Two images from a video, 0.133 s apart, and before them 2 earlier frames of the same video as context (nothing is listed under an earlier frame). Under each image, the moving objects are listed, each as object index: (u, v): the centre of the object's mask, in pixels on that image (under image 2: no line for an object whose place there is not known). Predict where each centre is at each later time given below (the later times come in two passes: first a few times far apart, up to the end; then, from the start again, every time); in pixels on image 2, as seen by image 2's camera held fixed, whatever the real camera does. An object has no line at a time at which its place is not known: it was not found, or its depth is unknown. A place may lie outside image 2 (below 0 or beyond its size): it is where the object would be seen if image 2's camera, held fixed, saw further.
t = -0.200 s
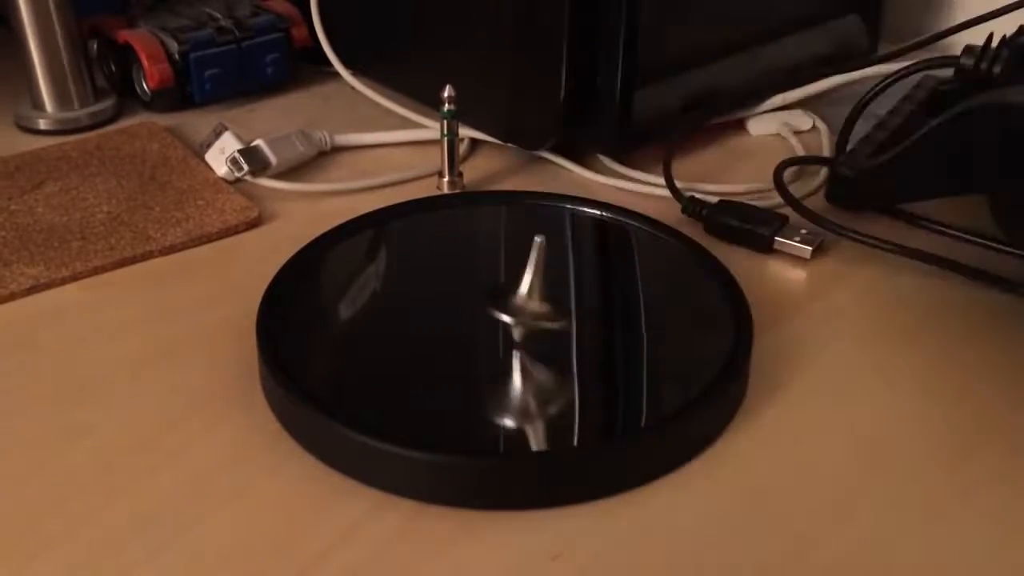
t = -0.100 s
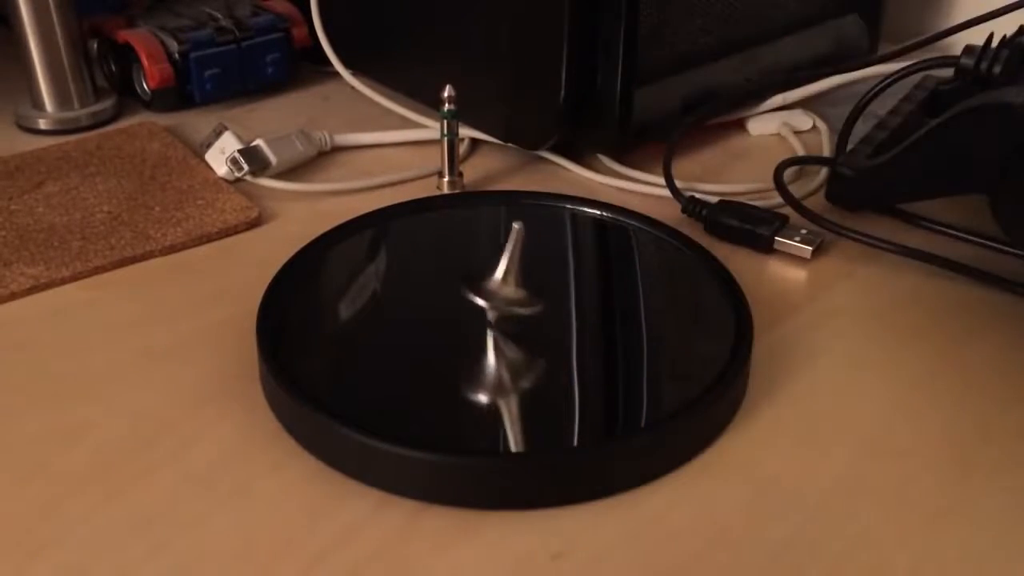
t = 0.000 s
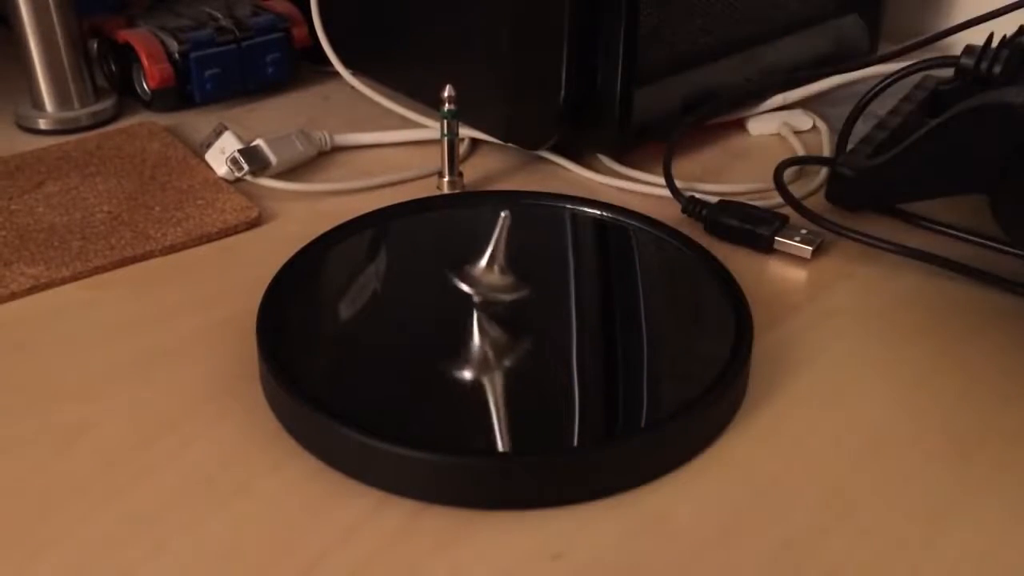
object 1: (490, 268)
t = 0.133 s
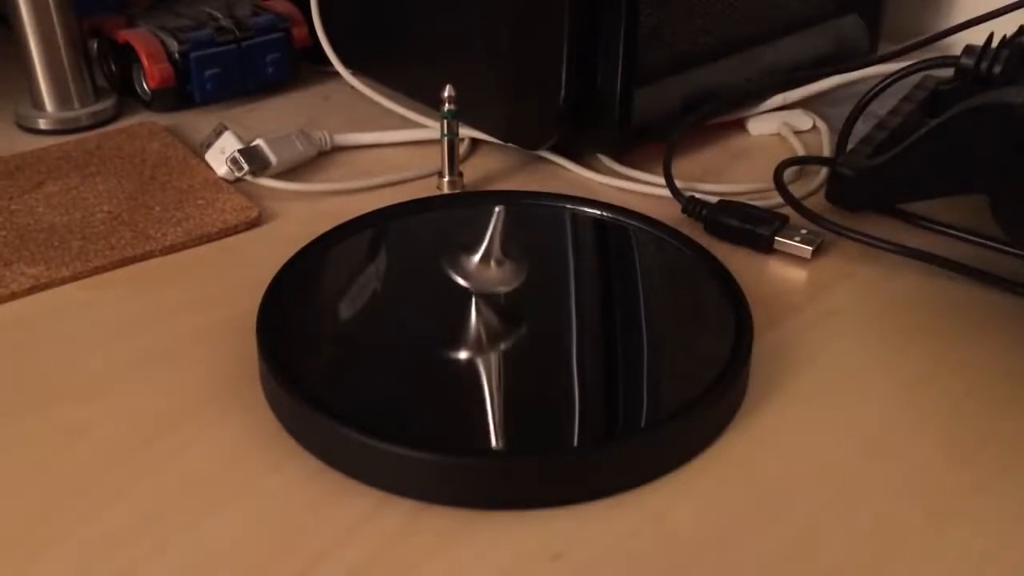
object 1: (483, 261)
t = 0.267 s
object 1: (480, 265)
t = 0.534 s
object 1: (486, 283)
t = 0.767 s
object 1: (495, 301)
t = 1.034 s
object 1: (477, 304)
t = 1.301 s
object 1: (460, 290)
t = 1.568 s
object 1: (479, 269)
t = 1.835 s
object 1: (530, 264)
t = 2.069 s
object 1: (567, 288)
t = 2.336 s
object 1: (536, 319)
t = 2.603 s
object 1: (450, 308)
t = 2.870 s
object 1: (418, 278)
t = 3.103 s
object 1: (461, 255)
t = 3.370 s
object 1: (529, 262)
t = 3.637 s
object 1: (557, 297)
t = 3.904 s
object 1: (496, 323)
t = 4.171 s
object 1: (430, 307)
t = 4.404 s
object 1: (427, 275)
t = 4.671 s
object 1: (483, 255)
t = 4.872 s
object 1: (532, 265)
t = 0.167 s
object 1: (482, 261)
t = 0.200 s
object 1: (481, 262)
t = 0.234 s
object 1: (480, 263)
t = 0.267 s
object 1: (480, 265)
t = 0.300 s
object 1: (479, 267)
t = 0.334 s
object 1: (478, 269)
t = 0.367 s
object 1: (478, 271)
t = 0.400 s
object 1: (478, 273)
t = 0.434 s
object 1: (479, 275)
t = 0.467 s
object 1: (481, 278)
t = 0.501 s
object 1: (483, 280)
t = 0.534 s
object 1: (486, 283)
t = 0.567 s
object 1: (488, 286)
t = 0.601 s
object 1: (494, 290)
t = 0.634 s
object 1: (497, 294)
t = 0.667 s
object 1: (497, 296)
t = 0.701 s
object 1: (498, 297)
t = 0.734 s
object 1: (497, 299)
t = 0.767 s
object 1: (495, 301)
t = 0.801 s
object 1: (494, 302)
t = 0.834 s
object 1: (492, 303)
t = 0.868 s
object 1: (490, 304)
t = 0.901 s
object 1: (487, 304)
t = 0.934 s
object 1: (483, 304)
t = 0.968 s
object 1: (481, 304)
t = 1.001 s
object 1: (479, 304)
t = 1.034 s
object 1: (477, 304)
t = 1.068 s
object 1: (475, 303)
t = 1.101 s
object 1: (472, 302)
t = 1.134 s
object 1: (468, 300)
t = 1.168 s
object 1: (466, 297)
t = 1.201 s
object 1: (463, 296)
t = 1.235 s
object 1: (461, 294)
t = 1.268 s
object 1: (461, 292)
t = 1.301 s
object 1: (460, 290)
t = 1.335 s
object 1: (460, 287)
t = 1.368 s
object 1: (460, 285)
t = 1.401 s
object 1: (461, 282)
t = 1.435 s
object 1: (462, 279)
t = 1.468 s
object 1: (465, 277)
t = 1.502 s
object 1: (469, 274)
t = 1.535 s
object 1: (473, 271)
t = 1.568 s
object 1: (479, 269)
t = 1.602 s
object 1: (484, 267)
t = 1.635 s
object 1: (490, 265)
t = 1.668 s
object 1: (497, 264)
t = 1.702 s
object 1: (502, 262)
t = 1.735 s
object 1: (509, 262)
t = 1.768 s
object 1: (516, 263)
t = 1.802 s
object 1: (523, 263)
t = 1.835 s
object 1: (530, 264)
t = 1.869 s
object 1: (534, 265)
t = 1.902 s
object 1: (544, 269)
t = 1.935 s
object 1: (551, 273)
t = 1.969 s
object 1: (556, 276)
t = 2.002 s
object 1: (562, 279)
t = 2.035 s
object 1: (566, 284)
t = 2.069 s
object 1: (567, 288)
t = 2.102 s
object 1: (566, 292)
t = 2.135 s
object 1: (566, 297)
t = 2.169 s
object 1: (564, 301)
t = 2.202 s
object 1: (561, 305)
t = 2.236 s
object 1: (557, 309)
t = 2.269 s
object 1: (549, 312)
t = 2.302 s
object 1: (542, 316)
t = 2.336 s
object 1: (536, 319)
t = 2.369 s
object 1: (524, 320)
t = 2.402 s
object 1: (513, 322)
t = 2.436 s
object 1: (503, 323)
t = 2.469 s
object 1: (492, 323)
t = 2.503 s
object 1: (480, 322)
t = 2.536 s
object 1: (471, 320)
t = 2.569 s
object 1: (459, 311)
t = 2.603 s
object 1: (450, 308)
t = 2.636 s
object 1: (442, 307)
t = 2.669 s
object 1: (436, 302)
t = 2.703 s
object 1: (432, 303)
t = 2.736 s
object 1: (427, 298)
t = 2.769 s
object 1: (421, 293)
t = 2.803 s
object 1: (418, 288)
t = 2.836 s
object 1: (418, 283)
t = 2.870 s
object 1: (418, 278)
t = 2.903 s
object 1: (424, 275)
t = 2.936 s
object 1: (428, 271)
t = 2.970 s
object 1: (433, 267)
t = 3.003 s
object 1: (439, 263)
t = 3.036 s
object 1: (437, 252)
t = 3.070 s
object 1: (444, 249)
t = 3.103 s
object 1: (461, 255)
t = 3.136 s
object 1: (461, 249)
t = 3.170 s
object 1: (470, 249)
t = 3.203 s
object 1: (479, 249)
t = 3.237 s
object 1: (489, 250)
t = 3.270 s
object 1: (501, 254)
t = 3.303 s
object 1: (510, 256)
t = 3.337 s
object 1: (516, 256)
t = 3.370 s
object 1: (529, 262)
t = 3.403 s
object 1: (530, 264)
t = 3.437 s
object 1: (539, 269)
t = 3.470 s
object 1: (545, 273)
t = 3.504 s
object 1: (547, 277)
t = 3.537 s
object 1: (558, 284)
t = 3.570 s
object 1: (560, 289)
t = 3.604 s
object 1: (560, 293)
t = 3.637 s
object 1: (557, 297)
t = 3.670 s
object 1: (553, 302)
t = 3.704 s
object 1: (550, 306)
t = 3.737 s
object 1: (541, 307)
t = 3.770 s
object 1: (532, 308)
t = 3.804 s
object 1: (527, 315)
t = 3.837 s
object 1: (520, 320)
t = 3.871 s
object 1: (507, 322)
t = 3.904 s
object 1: (496, 323)
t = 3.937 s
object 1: (490, 324)
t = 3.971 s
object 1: (480, 324)
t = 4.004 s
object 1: (471, 323)
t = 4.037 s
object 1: (461, 321)
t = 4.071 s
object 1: (452, 318)
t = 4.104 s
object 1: (444, 315)
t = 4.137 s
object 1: (437, 312)
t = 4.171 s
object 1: (430, 307)
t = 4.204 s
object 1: (425, 303)
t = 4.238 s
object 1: (422, 298)
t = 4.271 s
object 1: (419, 293)
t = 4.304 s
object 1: (419, 288)
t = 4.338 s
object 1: (419, 283)
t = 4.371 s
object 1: (422, 279)
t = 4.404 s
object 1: (427, 275)
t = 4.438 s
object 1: (433, 271)
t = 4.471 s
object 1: (438, 267)
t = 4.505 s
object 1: (445, 264)
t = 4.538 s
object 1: (445, 254)
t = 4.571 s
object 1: (453, 252)
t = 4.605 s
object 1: (462, 253)
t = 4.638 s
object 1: (475, 256)
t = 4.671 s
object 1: (483, 255)
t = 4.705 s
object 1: (492, 255)
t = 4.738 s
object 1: (501, 256)
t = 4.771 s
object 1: (511, 257)
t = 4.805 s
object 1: (517, 259)
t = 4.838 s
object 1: (529, 264)
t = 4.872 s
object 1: (532, 265)
